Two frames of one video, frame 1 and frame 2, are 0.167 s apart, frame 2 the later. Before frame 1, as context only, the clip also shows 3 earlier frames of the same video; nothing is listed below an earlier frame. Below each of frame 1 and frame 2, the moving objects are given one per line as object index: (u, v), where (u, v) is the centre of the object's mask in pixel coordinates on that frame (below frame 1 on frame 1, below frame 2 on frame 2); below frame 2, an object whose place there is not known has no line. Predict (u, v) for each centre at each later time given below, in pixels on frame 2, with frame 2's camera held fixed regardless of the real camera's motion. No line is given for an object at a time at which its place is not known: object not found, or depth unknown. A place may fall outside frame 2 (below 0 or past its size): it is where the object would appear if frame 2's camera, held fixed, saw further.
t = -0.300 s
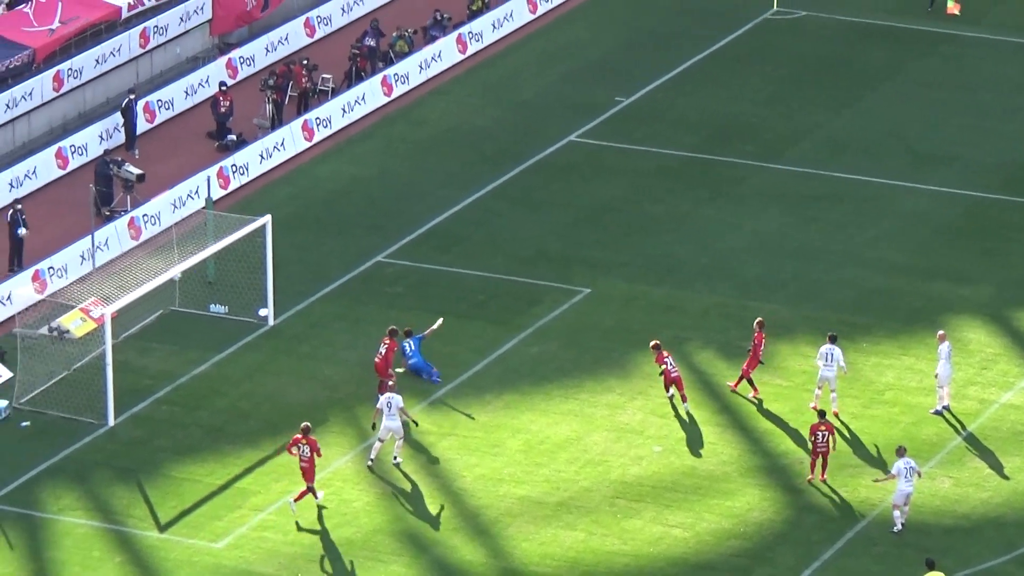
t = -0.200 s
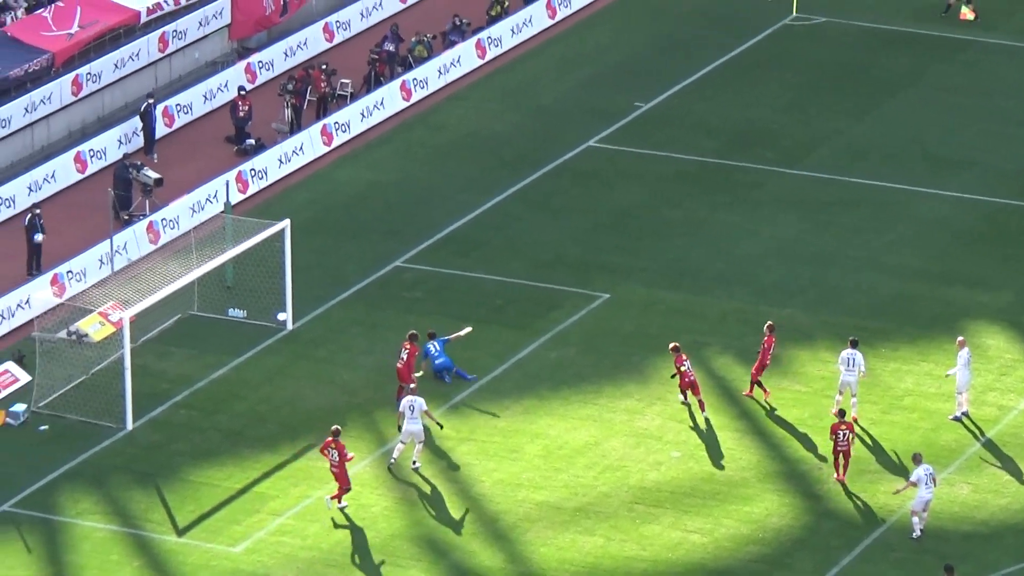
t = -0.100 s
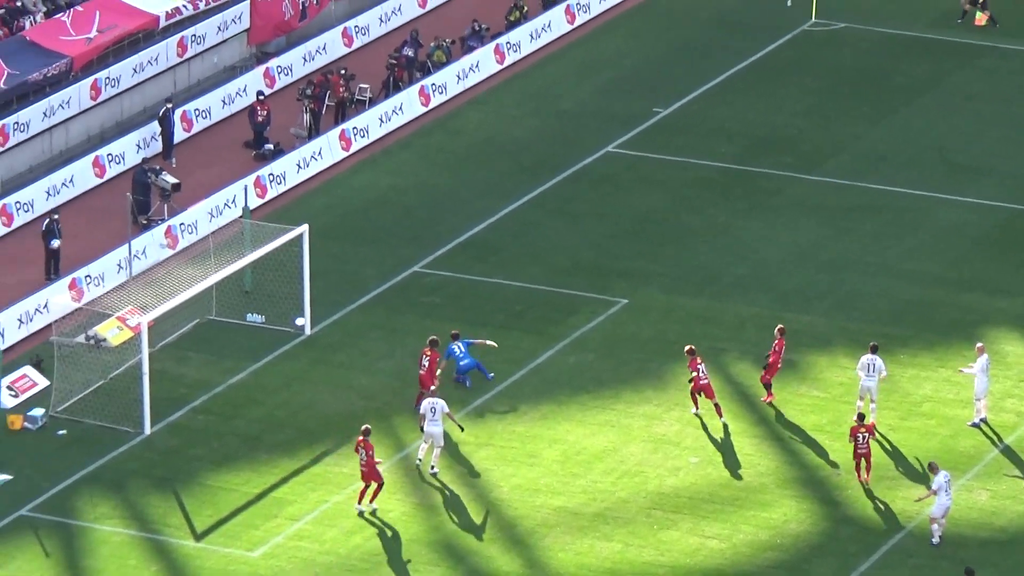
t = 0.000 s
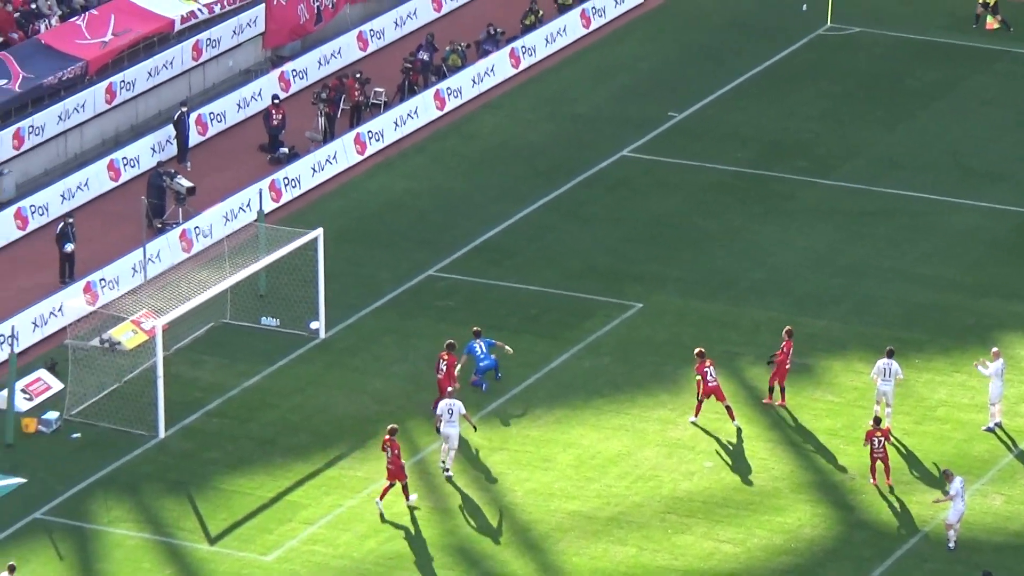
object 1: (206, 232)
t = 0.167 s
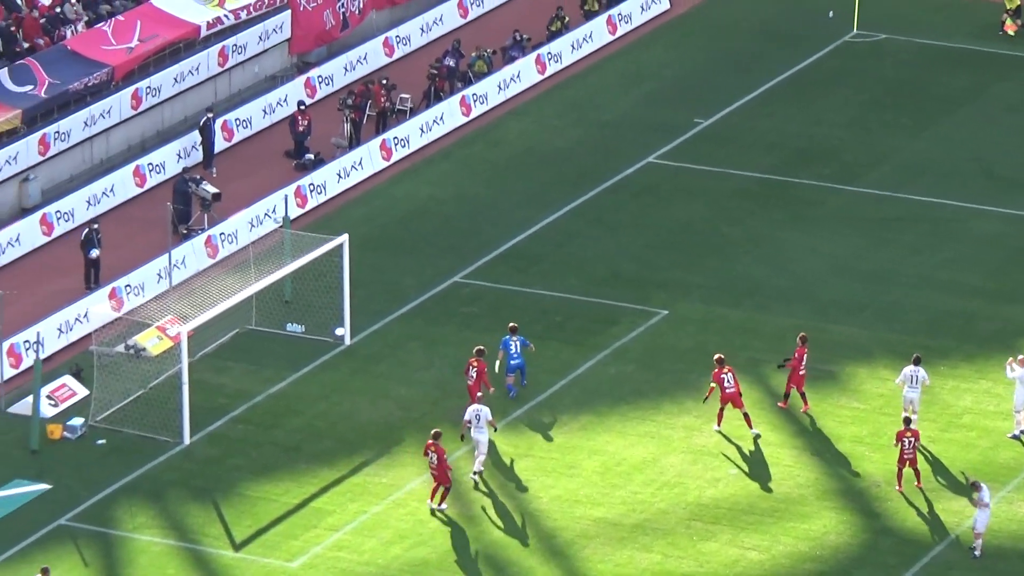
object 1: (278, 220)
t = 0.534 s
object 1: (378, 215)
